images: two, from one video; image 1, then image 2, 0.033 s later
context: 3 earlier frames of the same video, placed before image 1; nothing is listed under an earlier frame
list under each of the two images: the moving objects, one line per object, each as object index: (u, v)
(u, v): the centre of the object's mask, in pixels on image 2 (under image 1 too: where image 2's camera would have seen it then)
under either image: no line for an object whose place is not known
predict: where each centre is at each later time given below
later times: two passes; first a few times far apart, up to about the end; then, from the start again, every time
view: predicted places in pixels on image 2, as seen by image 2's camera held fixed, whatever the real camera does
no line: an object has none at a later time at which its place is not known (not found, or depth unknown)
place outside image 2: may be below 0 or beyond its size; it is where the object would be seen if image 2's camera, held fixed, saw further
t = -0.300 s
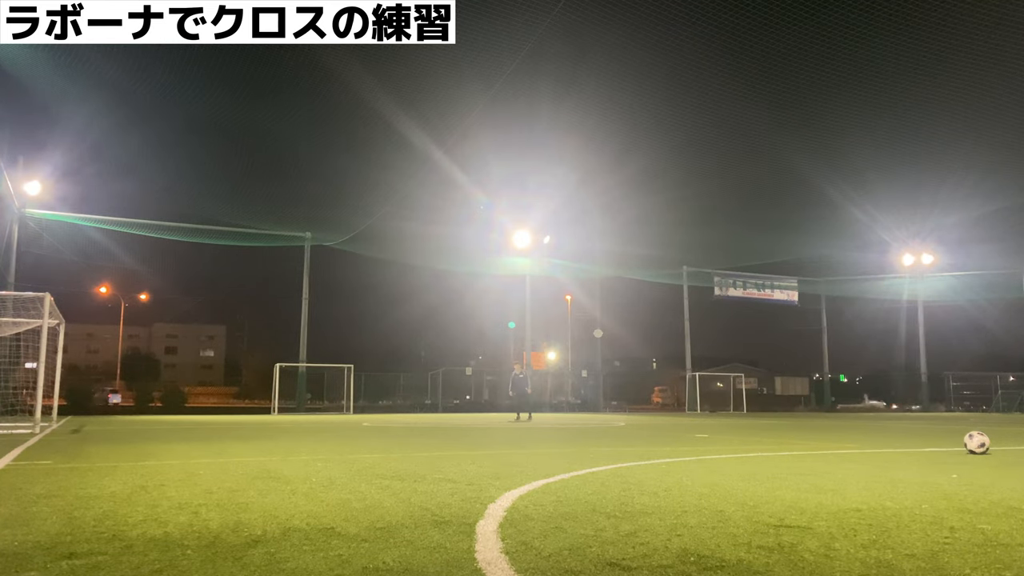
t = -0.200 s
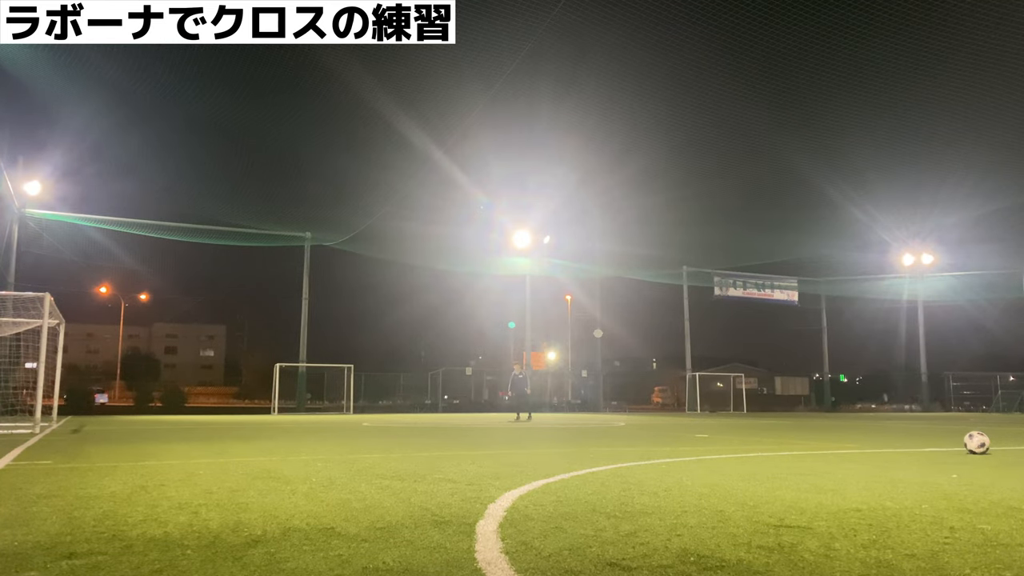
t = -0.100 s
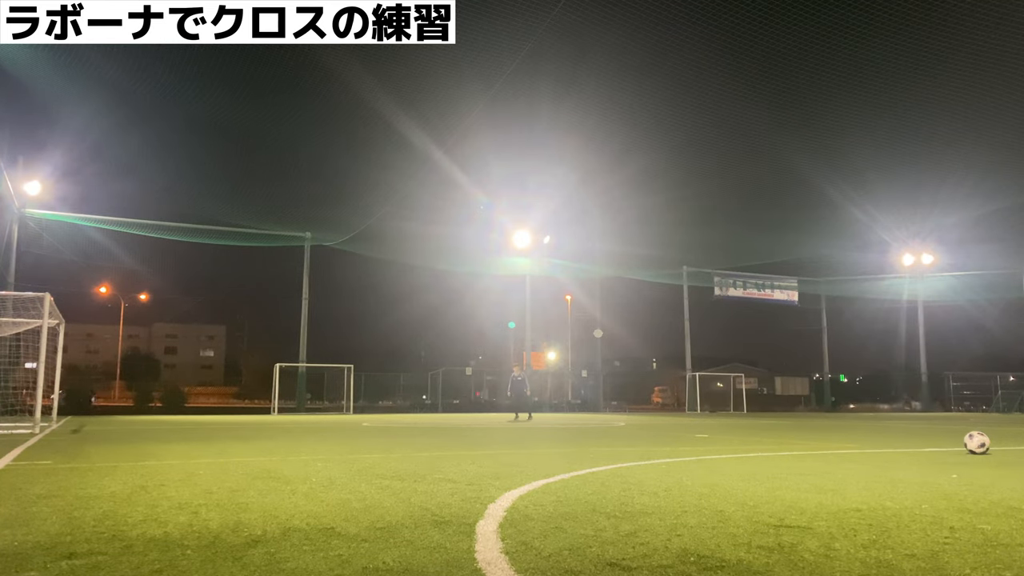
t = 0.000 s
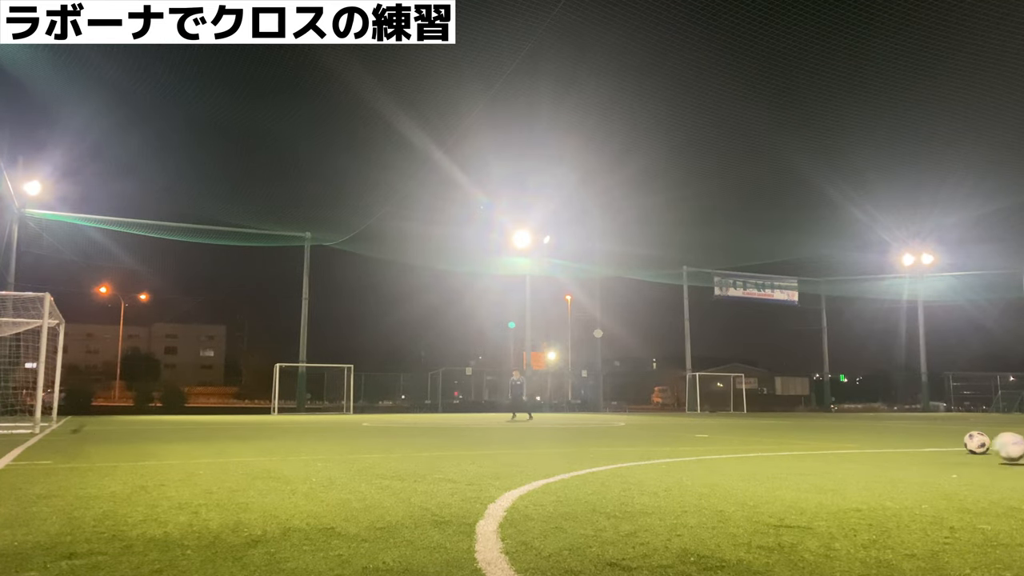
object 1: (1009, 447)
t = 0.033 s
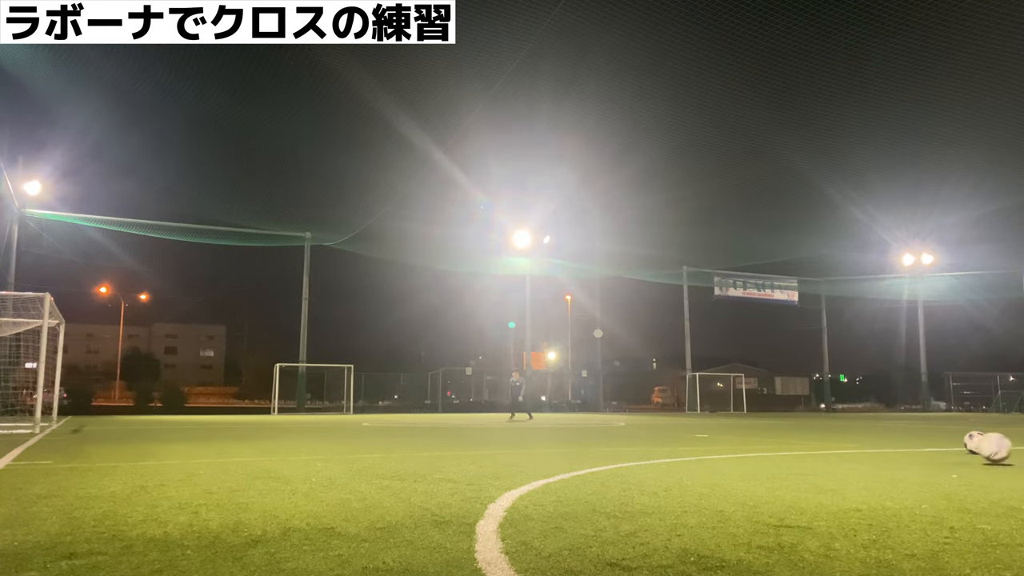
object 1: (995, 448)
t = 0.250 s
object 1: (901, 452)
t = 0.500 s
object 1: (796, 455)
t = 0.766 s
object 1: (674, 458)
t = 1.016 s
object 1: (552, 461)
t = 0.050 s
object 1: (987, 449)
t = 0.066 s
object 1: (978, 448)
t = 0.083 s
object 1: (971, 451)
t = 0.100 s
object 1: (962, 452)
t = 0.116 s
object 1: (956, 451)
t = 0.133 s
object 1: (949, 450)
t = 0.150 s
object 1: (942, 450)
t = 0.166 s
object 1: (935, 450)
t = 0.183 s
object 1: (928, 450)
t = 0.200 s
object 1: (921, 450)
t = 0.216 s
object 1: (914, 451)
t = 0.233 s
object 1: (908, 452)
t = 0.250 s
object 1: (901, 452)
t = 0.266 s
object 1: (893, 451)
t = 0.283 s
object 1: (887, 451)
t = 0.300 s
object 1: (880, 451)
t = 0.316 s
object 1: (873, 451)
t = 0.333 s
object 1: (866, 452)
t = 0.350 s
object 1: (858, 453)
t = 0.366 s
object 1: (851, 454)
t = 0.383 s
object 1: (844, 453)
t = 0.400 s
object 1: (838, 454)
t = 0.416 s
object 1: (831, 454)
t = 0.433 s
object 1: (824, 454)
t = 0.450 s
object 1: (817, 454)
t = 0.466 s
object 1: (810, 454)
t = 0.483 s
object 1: (803, 455)
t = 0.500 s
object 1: (796, 455)
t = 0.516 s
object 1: (788, 455)
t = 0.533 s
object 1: (781, 455)
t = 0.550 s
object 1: (773, 455)
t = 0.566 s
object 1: (766, 455)
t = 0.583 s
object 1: (758, 456)
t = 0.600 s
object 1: (751, 456)
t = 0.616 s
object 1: (744, 455)
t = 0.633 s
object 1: (737, 455)
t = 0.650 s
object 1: (729, 455)
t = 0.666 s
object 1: (722, 455)
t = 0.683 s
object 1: (714, 456)
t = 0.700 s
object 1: (706, 457)
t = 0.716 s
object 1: (698, 457)
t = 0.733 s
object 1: (690, 457)
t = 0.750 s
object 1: (682, 457)
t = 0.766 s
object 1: (674, 458)
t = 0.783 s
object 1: (667, 458)
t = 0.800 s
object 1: (659, 458)
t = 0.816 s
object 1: (651, 458)
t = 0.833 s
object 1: (643, 457)
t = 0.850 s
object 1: (635, 458)
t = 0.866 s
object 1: (627, 458)
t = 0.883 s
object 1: (619, 459)
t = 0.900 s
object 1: (610, 459)
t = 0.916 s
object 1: (602, 459)
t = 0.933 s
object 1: (594, 459)
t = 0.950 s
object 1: (585, 459)
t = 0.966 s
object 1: (577, 460)
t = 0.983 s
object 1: (569, 460)
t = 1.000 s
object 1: (560, 460)
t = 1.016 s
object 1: (552, 461)
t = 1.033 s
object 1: (544, 460)
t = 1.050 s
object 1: (535, 461)
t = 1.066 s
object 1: (527, 461)
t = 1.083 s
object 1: (517, 461)
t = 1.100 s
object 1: (508, 461)
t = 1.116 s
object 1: (500, 462)
